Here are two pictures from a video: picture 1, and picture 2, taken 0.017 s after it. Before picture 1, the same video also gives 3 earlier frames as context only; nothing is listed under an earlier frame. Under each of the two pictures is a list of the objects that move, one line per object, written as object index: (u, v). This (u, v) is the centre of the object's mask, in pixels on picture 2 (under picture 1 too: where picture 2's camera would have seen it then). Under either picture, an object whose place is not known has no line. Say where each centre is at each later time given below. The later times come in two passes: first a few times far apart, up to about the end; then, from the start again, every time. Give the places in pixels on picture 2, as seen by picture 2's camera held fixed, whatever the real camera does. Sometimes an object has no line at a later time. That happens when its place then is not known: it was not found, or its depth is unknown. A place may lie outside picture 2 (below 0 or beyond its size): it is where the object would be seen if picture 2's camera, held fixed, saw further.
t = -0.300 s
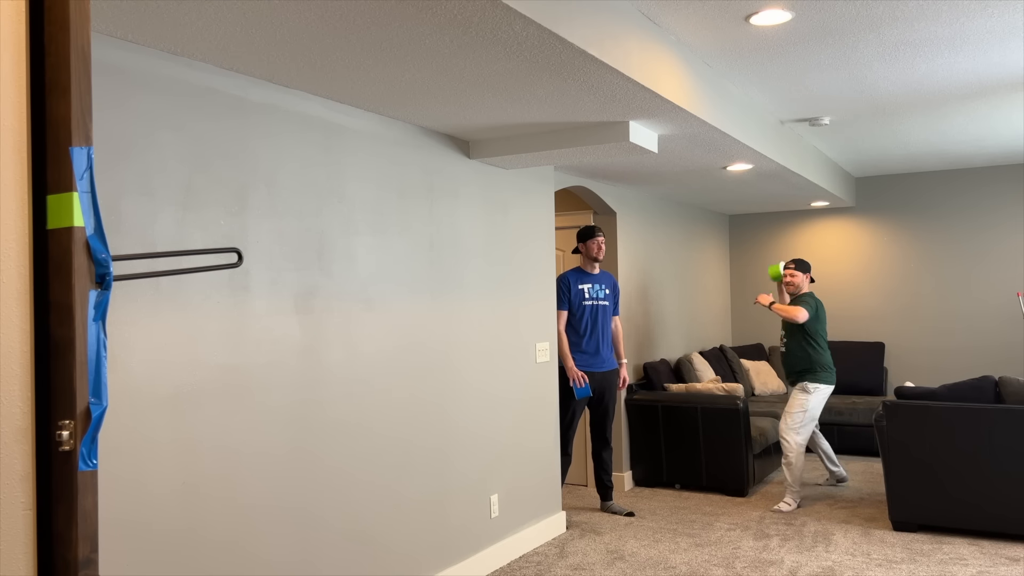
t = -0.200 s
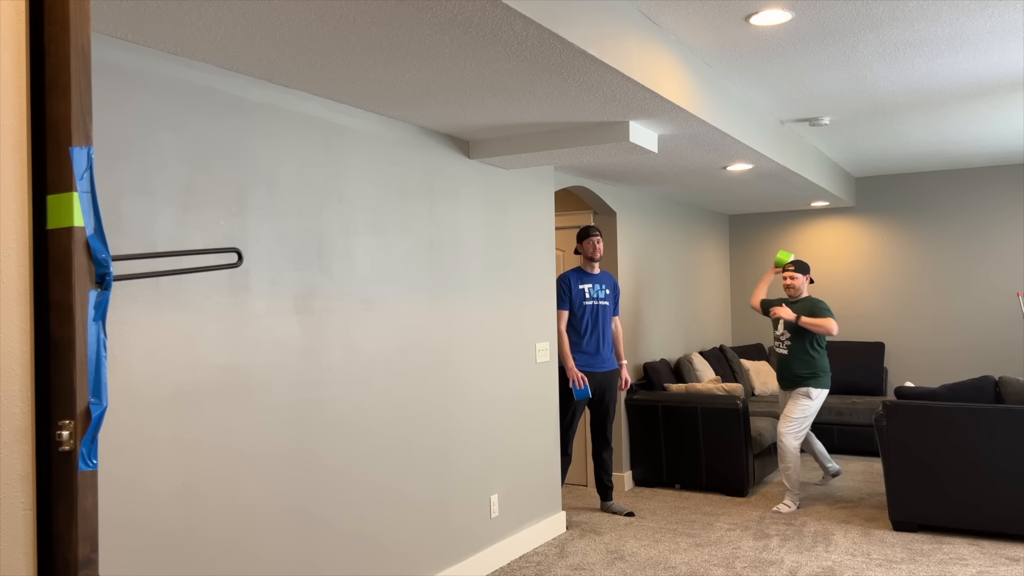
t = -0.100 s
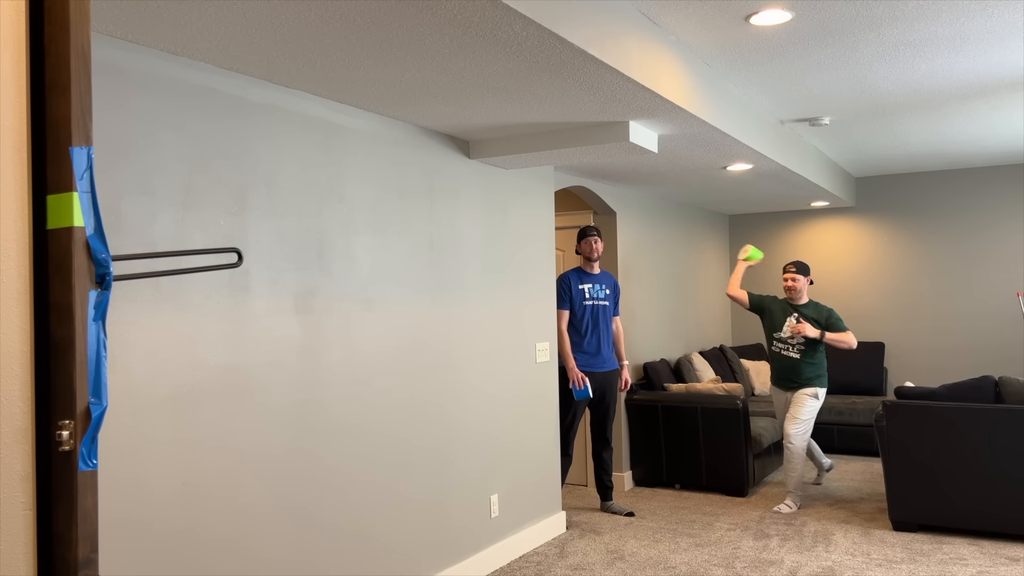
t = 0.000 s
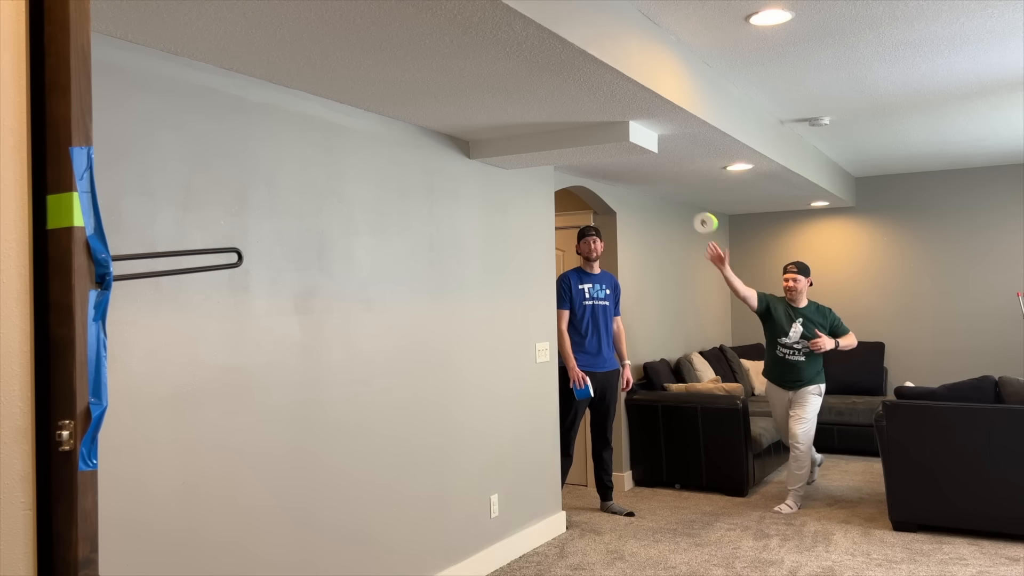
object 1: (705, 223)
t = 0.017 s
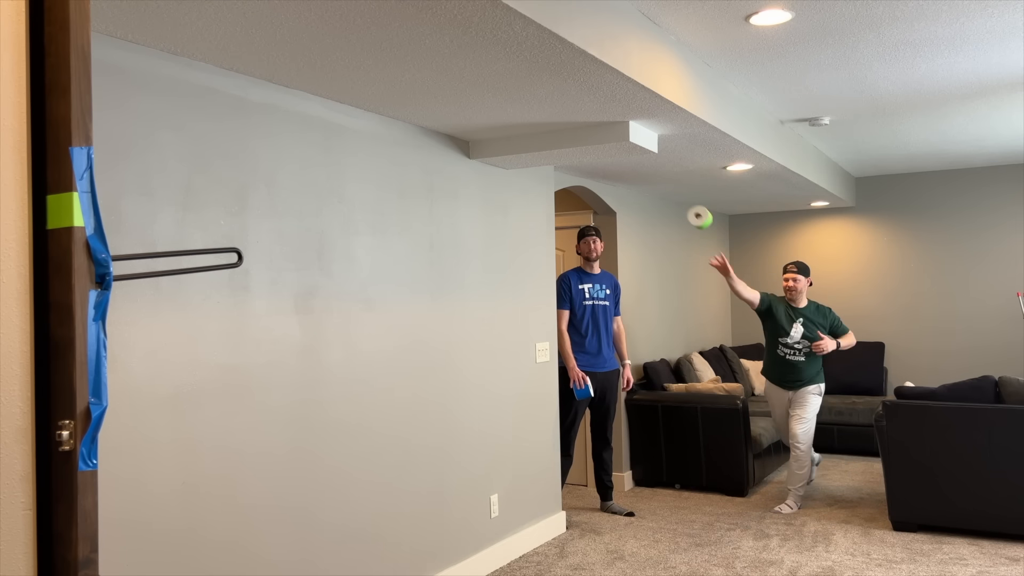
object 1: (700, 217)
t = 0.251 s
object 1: (574, 168)
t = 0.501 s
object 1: (239, 265)
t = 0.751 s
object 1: (246, 270)
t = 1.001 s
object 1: (231, 524)
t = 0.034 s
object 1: (694, 212)
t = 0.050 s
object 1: (688, 207)
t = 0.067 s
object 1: (681, 201)
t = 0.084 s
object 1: (674, 197)
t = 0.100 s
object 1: (667, 192)
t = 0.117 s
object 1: (659, 187)
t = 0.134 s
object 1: (649, 184)
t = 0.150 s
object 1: (640, 180)
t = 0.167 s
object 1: (631, 177)
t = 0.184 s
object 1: (622, 176)
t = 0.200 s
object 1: (612, 172)
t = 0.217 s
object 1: (600, 170)
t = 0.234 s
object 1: (589, 168)
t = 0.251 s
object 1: (574, 168)
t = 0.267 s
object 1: (560, 168)
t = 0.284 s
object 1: (544, 168)
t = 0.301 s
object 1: (528, 170)
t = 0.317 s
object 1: (510, 172)
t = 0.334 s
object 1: (490, 176)
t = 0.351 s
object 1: (469, 181)
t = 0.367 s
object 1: (446, 187)
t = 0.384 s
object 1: (419, 195)
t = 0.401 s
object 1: (391, 205)
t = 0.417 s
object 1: (357, 218)
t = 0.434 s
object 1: (321, 233)
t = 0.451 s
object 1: (283, 250)
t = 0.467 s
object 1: (238, 271)
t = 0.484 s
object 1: (231, 271)
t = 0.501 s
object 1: (239, 265)
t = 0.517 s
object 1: (245, 257)
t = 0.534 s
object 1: (249, 250)
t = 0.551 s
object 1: (250, 243)
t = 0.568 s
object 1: (250, 238)
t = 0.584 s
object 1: (249, 235)
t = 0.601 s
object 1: (248, 233)
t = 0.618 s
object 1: (247, 231)
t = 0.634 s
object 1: (247, 231)
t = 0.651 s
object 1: (246, 232)
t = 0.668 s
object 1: (245, 233)
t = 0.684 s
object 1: (245, 237)
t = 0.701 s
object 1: (247, 243)
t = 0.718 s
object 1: (247, 251)
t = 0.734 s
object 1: (246, 260)
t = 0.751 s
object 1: (246, 270)
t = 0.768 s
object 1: (245, 282)
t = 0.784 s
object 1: (241, 291)
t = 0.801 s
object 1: (238, 301)
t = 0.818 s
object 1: (237, 314)
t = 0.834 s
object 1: (236, 327)
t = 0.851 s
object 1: (235, 343)
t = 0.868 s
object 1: (234, 359)
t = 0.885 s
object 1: (233, 375)
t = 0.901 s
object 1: (232, 393)
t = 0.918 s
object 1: (231, 412)
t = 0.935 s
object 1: (230, 433)
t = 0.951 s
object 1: (230, 454)
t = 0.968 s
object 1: (229, 476)
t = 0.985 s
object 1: (230, 500)
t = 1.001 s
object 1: (231, 524)
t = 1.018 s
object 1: (230, 545)
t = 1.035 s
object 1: (230, 558)
